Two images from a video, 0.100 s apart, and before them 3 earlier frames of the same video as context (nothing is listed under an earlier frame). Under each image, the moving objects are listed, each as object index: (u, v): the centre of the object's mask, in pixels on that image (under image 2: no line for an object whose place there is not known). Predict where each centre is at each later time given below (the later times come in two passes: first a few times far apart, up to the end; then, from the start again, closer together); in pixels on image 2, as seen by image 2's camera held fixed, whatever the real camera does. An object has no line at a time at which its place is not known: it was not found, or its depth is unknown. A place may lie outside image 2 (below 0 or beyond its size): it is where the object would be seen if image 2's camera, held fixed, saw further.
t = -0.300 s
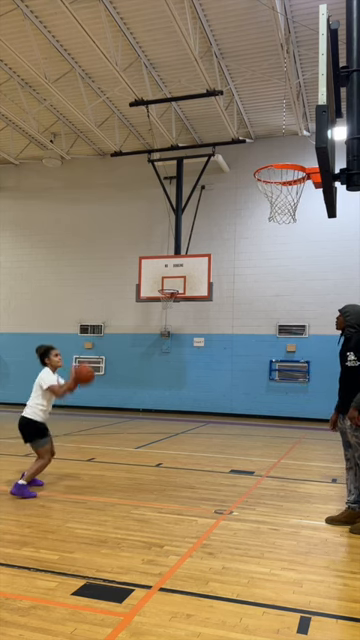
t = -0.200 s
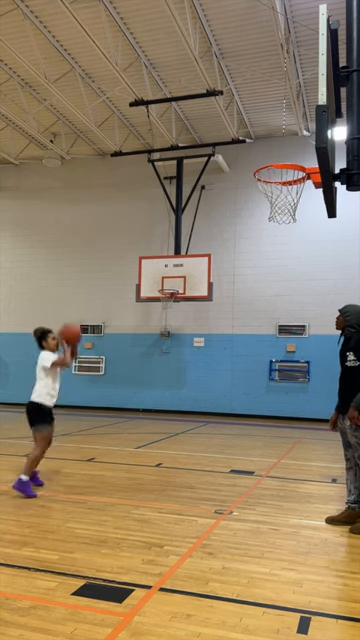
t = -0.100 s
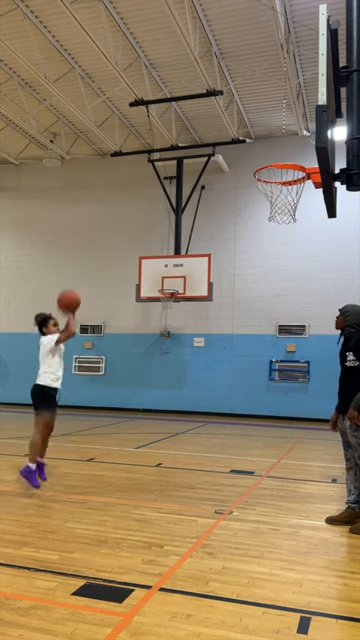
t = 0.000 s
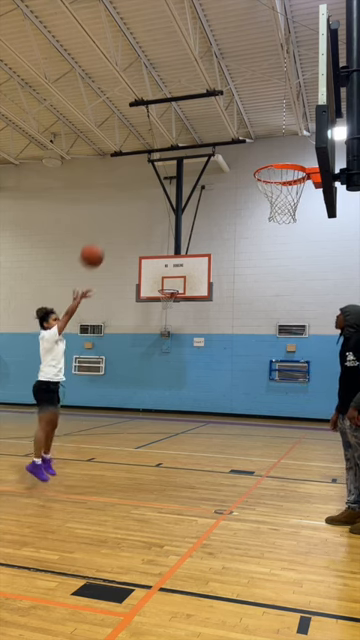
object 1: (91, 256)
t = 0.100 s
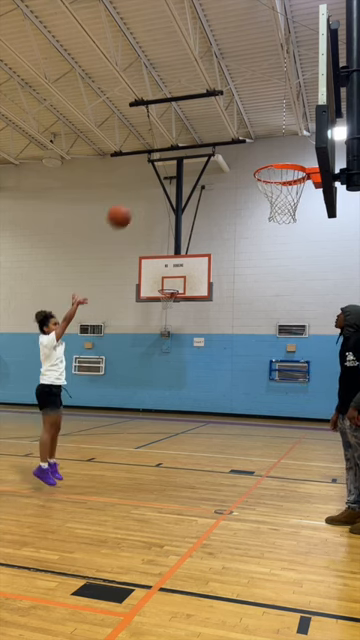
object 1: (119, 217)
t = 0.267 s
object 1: (165, 169)
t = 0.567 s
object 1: (252, 148)
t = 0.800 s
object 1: (264, 187)
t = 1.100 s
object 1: (268, 218)
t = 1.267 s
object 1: (279, 263)
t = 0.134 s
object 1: (128, 205)
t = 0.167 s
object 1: (138, 194)
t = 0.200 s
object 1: (146, 185)
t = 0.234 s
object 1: (156, 177)
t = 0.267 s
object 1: (165, 169)
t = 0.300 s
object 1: (175, 163)
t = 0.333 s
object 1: (183, 157)
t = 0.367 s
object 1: (194, 152)
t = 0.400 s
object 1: (203, 148)
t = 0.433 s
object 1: (212, 146)
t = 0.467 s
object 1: (222, 145)
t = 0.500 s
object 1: (232, 145)
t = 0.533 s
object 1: (242, 146)
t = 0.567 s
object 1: (252, 148)
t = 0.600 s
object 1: (262, 151)
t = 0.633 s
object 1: (273, 154)
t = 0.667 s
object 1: (283, 156)
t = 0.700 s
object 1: (294, 169)
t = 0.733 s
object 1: (286, 177)
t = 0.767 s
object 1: (275, 180)
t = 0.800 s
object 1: (264, 187)
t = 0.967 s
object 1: (259, 202)
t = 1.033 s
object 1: (263, 208)
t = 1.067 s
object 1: (265, 212)
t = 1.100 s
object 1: (268, 218)
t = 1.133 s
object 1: (270, 225)
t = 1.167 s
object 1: (272, 233)
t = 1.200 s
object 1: (275, 242)
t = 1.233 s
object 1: (277, 252)
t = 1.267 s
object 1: (279, 263)
